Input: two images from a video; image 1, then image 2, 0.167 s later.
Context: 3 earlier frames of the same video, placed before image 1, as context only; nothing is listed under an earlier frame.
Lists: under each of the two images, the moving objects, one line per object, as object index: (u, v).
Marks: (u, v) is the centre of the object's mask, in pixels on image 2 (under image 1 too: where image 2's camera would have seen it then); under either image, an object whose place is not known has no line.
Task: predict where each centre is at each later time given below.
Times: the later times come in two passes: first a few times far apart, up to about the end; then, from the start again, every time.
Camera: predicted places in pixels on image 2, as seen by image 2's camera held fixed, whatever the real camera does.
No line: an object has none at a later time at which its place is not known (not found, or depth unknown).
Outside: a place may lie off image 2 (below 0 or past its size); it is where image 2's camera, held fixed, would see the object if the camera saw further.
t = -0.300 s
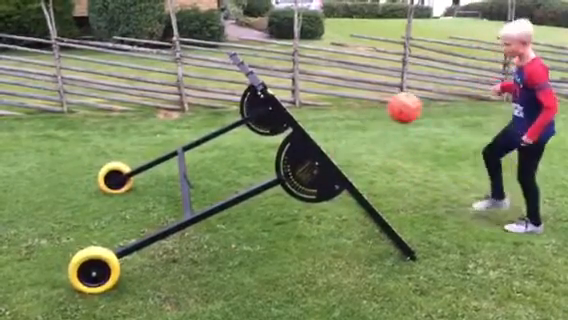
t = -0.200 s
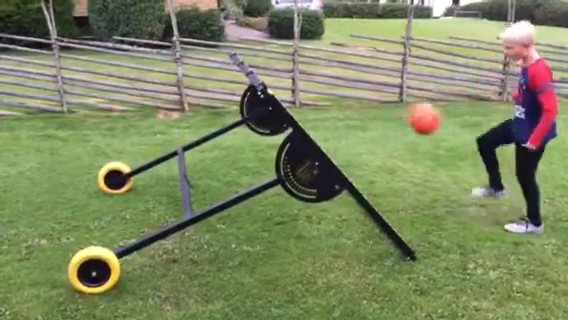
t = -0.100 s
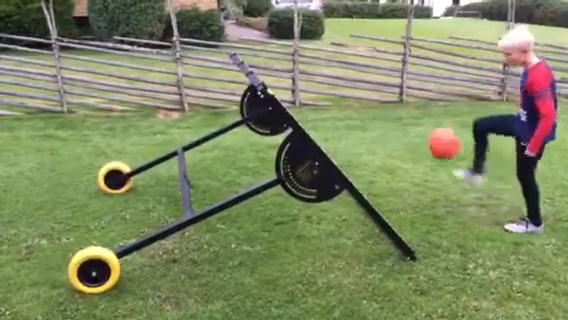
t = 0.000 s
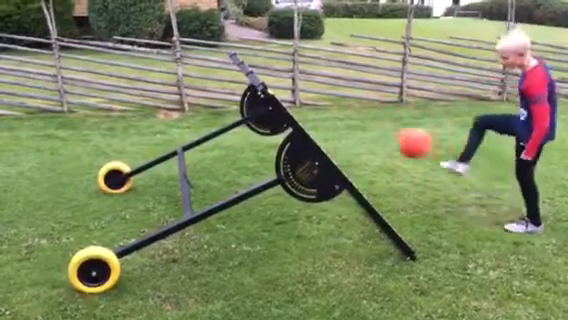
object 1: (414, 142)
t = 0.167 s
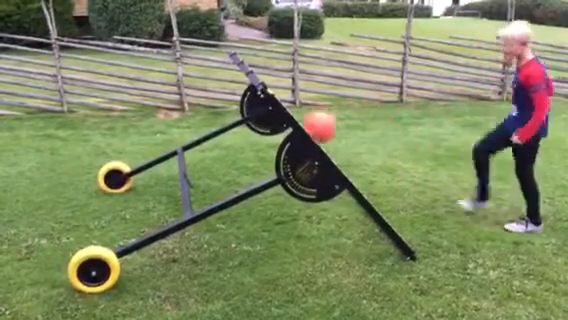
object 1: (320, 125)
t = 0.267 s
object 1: (332, 77)
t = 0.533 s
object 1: (364, 15)
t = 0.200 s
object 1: (323, 109)
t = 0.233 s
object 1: (327, 92)
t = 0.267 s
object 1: (332, 77)
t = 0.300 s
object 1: (335, 63)
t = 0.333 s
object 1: (339, 53)
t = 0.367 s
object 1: (343, 42)
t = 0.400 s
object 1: (348, 32)
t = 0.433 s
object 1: (351, 25)
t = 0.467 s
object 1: (355, 20)
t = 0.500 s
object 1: (359, 16)
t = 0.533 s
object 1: (364, 15)
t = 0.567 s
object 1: (367, 15)
